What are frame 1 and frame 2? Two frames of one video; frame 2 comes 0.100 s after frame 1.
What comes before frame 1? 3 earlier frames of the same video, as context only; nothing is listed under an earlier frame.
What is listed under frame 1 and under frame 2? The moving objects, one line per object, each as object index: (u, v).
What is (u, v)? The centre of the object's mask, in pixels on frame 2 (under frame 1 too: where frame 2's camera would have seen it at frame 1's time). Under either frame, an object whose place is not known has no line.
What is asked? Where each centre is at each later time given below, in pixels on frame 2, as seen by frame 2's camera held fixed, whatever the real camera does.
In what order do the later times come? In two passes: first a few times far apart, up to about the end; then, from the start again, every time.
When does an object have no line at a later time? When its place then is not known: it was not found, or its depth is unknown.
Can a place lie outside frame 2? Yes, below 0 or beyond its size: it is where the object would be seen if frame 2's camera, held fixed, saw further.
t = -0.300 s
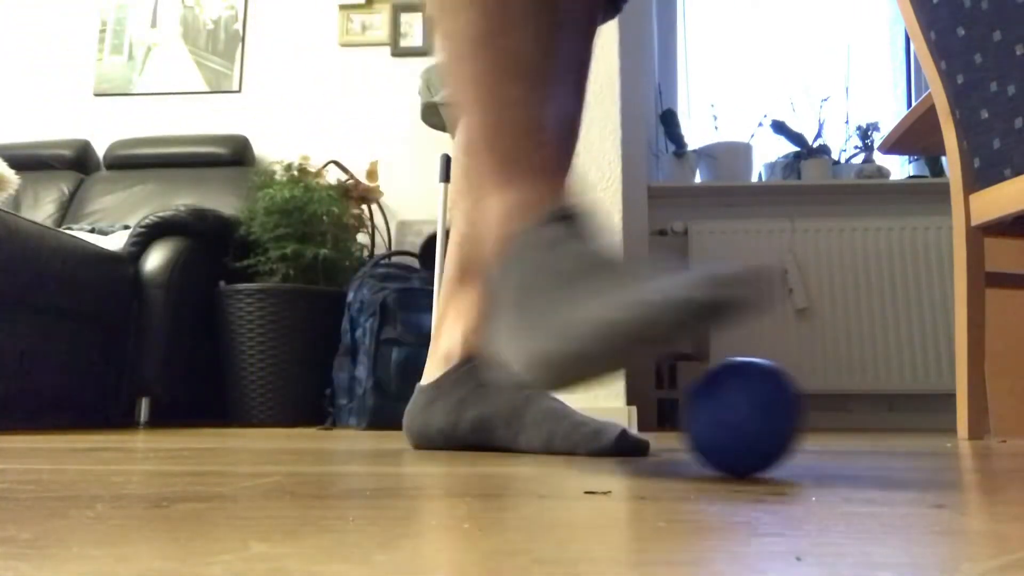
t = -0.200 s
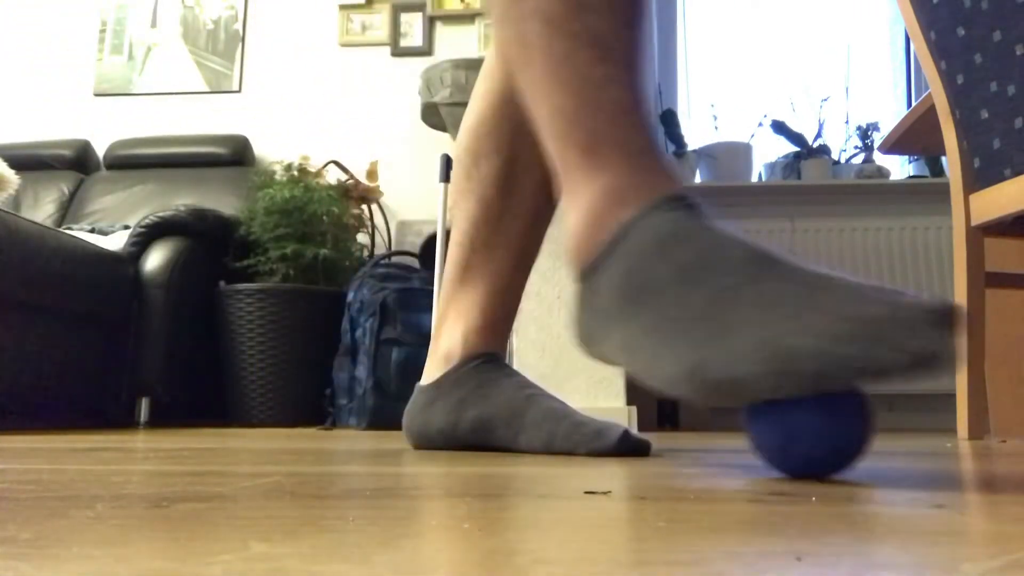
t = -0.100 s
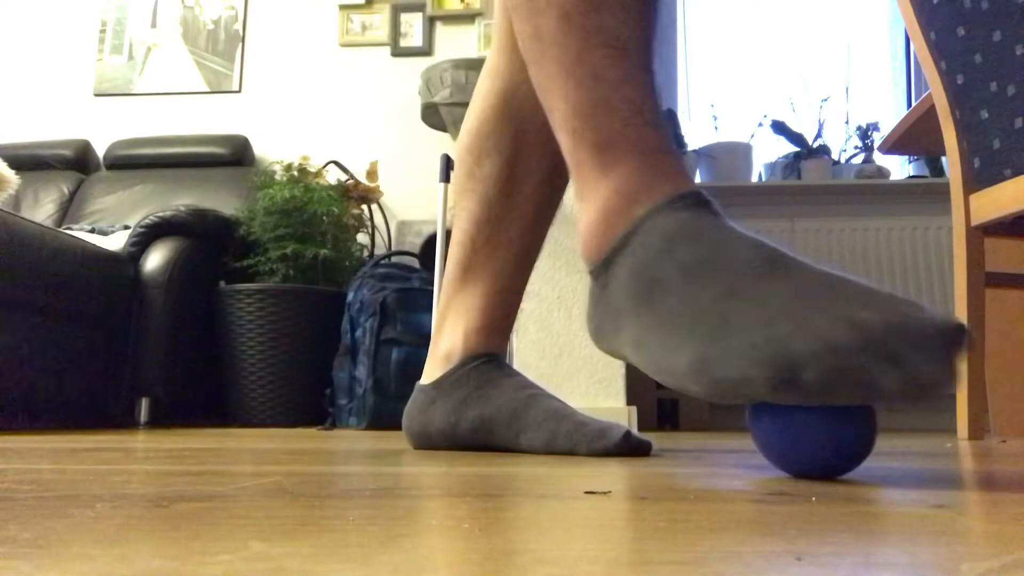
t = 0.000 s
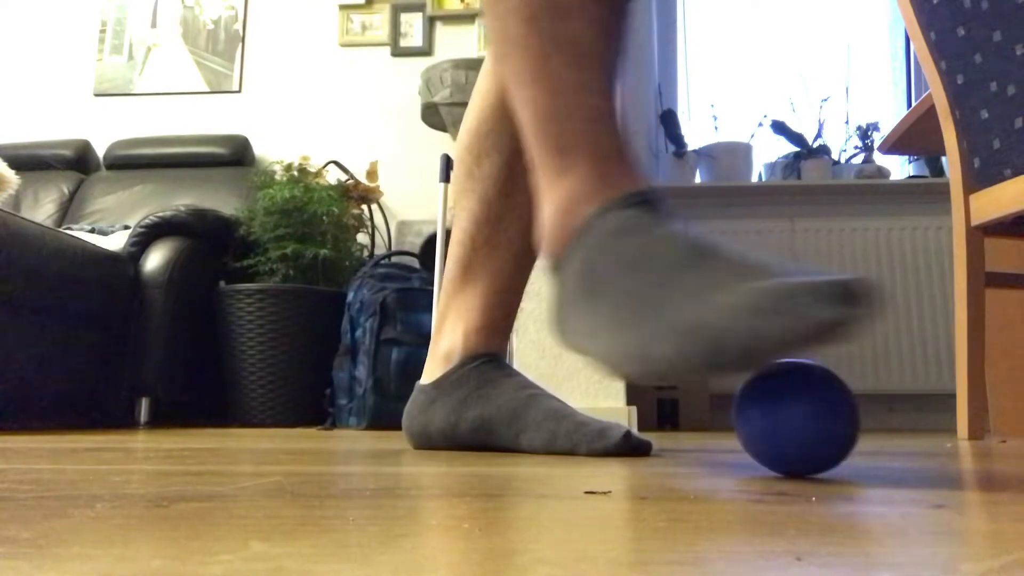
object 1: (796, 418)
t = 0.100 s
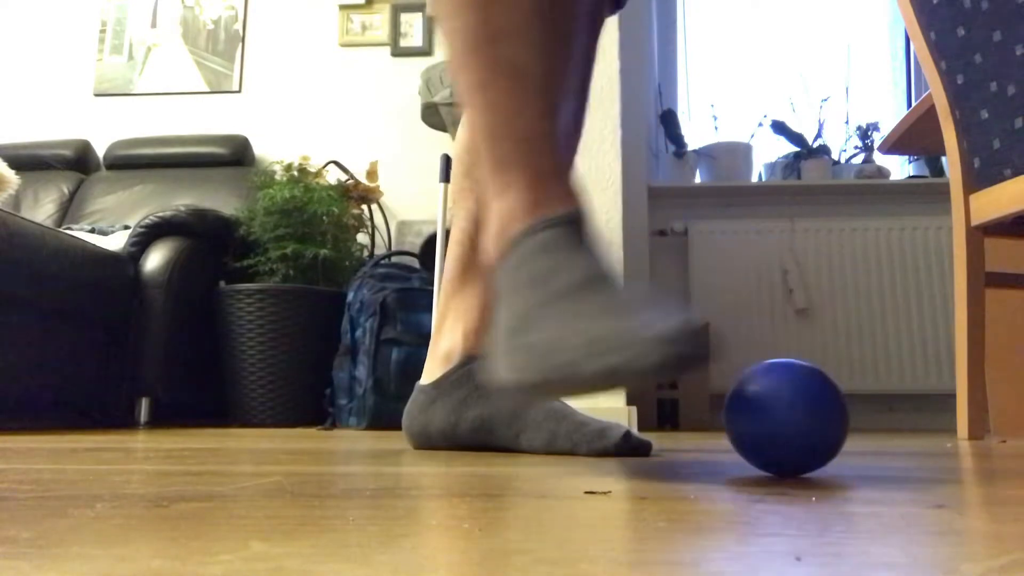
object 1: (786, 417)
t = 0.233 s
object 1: (778, 417)
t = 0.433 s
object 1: (774, 418)
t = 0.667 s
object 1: (770, 419)
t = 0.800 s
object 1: (768, 419)
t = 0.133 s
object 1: (783, 417)
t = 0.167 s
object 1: (781, 417)
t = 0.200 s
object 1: (779, 417)
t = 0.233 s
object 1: (778, 417)
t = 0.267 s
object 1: (777, 417)
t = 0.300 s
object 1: (777, 417)
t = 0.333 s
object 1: (776, 417)
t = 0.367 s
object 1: (775, 418)
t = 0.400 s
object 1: (775, 418)
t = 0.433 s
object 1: (774, 418)
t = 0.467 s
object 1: (773, 419)
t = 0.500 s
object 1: (773, 419)
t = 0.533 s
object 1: (772, 419)
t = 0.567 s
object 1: (771, 419)
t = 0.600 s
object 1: (771, 419)
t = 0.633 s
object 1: (770, 419)
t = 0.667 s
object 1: (770, 419)
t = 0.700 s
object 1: (770, 419)
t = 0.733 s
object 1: (770, 419)
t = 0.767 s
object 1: (769, 419)
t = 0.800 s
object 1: (768, 419)
